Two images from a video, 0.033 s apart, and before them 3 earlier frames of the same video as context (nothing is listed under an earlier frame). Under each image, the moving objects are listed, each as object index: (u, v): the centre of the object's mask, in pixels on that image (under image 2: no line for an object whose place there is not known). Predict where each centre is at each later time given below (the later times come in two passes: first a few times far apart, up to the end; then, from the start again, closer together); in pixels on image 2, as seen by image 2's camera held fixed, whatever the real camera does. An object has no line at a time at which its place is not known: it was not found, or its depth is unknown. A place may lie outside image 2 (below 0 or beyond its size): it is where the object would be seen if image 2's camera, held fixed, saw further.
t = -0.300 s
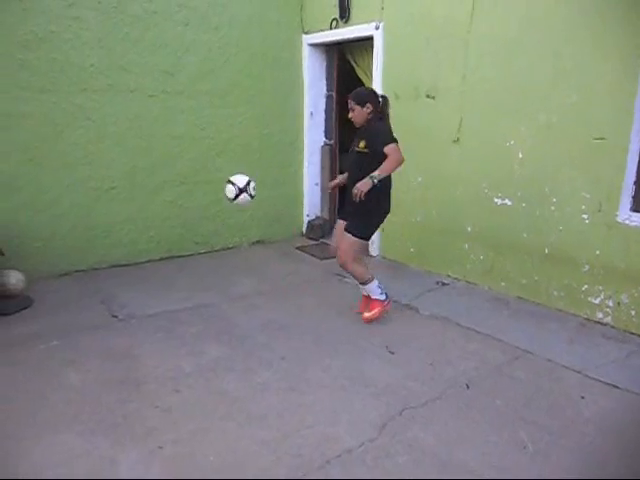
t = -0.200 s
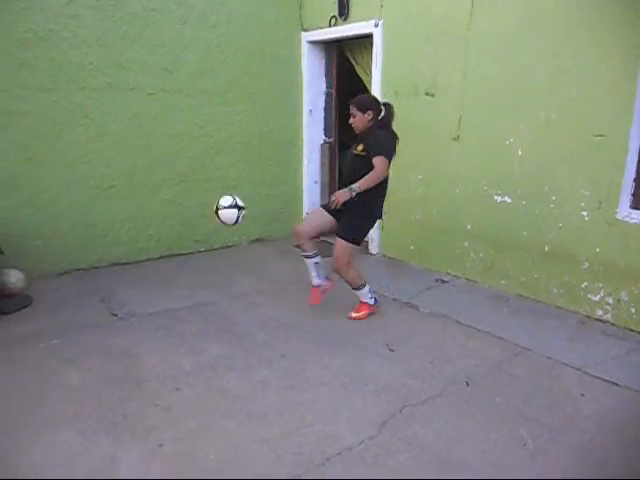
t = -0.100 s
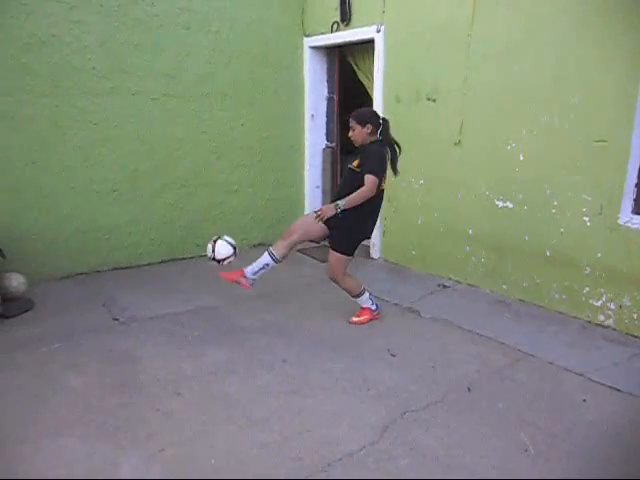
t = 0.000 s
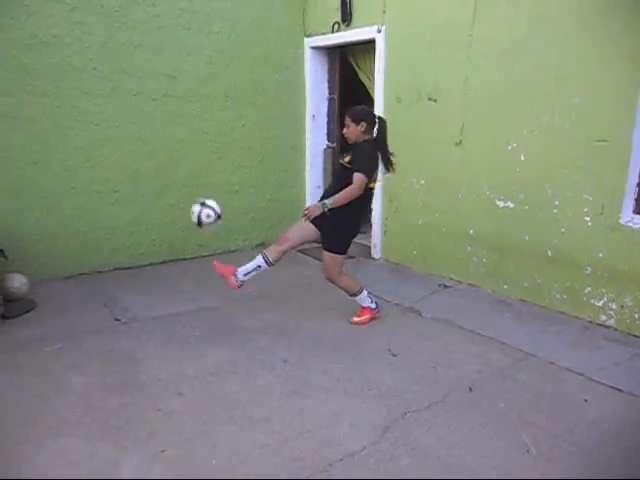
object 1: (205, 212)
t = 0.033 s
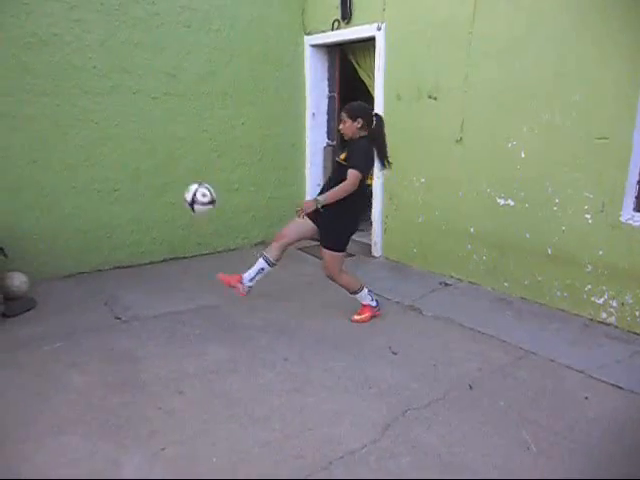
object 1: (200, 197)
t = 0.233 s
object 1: (165, 146)
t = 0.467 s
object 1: (132, 161)
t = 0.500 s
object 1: (128, 170)
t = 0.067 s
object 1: (194, 185)
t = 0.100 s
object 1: (187, 174)
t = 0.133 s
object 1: (182, 164)
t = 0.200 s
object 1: (170, 150)
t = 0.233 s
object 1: (165, 146)
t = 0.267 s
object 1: (160, 143)
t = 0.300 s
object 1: (155, 142)
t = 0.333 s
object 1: (150, 142)
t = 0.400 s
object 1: (140, 148)
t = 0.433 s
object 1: (136, 154)
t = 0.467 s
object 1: (132, 161)
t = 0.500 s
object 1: (128, 170)
